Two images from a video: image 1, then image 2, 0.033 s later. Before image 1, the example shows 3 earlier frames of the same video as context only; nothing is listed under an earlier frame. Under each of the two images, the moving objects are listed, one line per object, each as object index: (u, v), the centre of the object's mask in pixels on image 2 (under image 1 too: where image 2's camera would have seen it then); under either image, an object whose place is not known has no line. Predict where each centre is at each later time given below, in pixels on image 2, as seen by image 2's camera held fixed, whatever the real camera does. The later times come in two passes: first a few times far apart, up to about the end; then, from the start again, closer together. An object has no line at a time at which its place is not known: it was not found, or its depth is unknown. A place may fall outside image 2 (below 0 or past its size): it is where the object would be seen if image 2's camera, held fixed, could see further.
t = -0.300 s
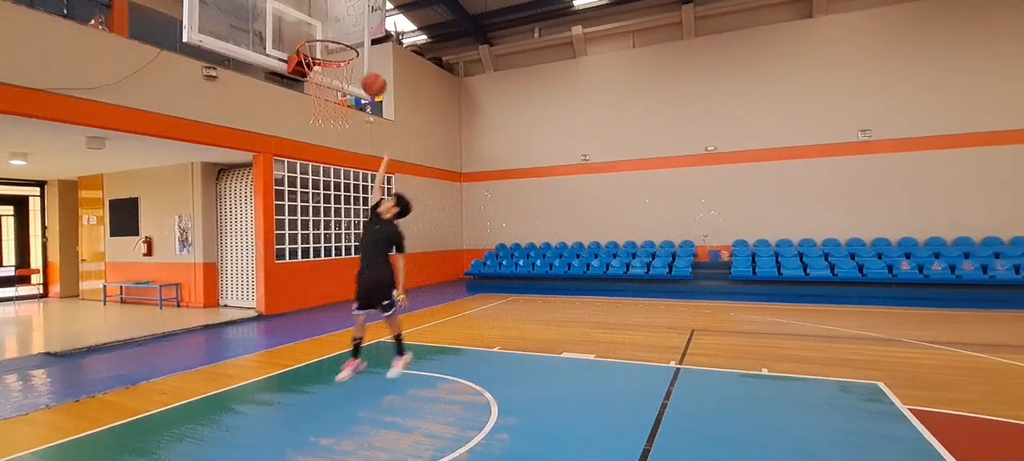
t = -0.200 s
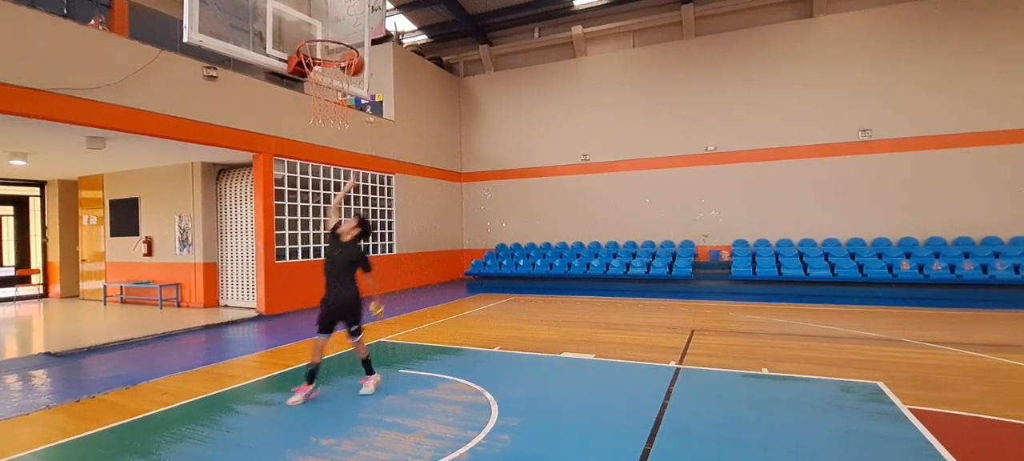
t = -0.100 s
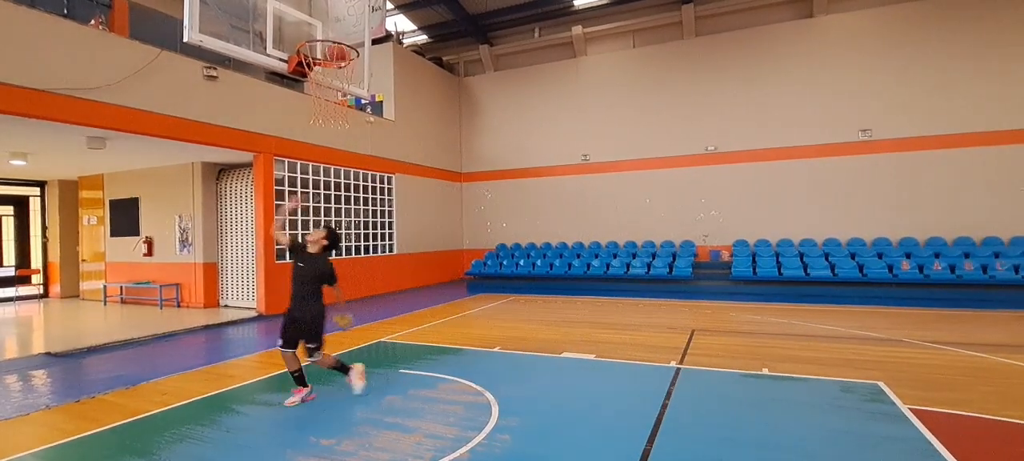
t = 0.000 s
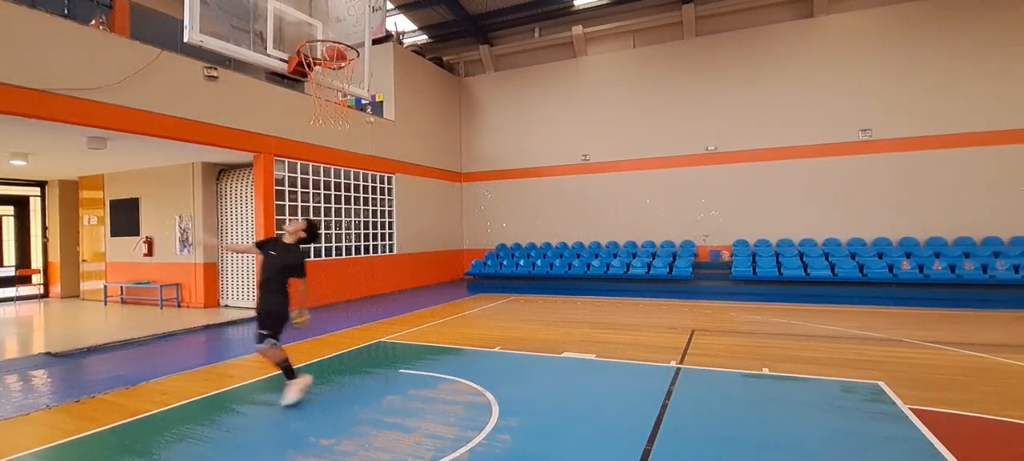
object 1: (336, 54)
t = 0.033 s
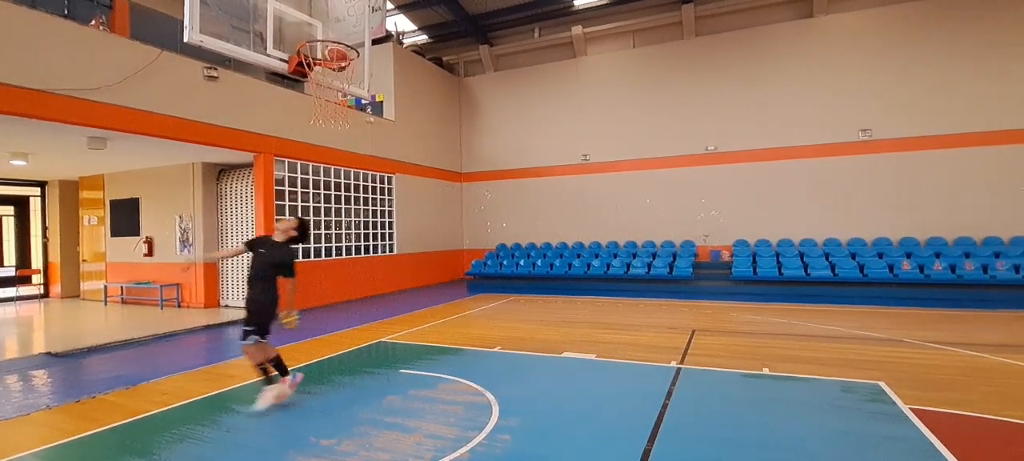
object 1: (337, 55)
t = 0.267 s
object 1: (350, 84)
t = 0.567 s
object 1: (367, 195)
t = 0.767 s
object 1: (379, 312)
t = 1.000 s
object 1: (386, 298)
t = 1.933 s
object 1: (406, 302)
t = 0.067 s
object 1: (338, 56)
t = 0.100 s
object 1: (338, 55)
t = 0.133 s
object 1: (338, 56)
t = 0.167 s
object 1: (345, 67)
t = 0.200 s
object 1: (347, 73)
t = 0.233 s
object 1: (348, 77)
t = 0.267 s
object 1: (350, 84)
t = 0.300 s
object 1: (351, 93)
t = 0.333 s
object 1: (354, 101)
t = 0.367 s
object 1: (355, 112)
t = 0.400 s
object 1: (358, 122)
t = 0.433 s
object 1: (360, 135)
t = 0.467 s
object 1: (362, 148)
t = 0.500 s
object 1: (363, 164)
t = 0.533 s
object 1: (366, 179)
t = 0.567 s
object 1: (367, 195)
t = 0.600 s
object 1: (369, 211)
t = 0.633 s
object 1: (372, 230)
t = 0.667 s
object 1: (374, 247)
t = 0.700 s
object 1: (373, 269)
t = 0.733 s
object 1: (375, 290)
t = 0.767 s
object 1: (379, 312)
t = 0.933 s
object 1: (387, 330)
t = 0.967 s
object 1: (386, 312)
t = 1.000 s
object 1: (386, 298)
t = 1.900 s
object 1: (405, 288)
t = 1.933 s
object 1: (406, 302)
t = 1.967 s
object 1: (408, 317)
